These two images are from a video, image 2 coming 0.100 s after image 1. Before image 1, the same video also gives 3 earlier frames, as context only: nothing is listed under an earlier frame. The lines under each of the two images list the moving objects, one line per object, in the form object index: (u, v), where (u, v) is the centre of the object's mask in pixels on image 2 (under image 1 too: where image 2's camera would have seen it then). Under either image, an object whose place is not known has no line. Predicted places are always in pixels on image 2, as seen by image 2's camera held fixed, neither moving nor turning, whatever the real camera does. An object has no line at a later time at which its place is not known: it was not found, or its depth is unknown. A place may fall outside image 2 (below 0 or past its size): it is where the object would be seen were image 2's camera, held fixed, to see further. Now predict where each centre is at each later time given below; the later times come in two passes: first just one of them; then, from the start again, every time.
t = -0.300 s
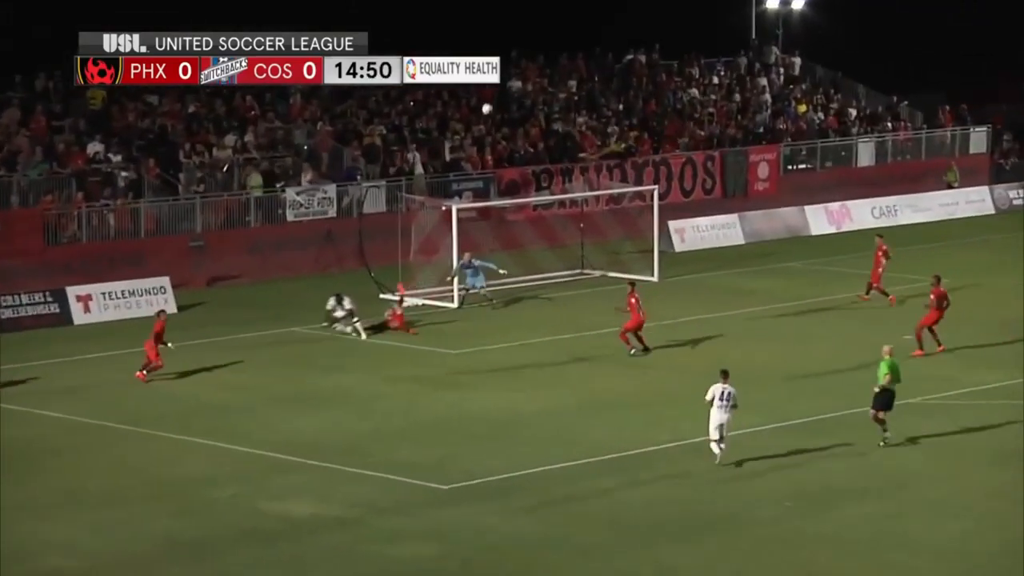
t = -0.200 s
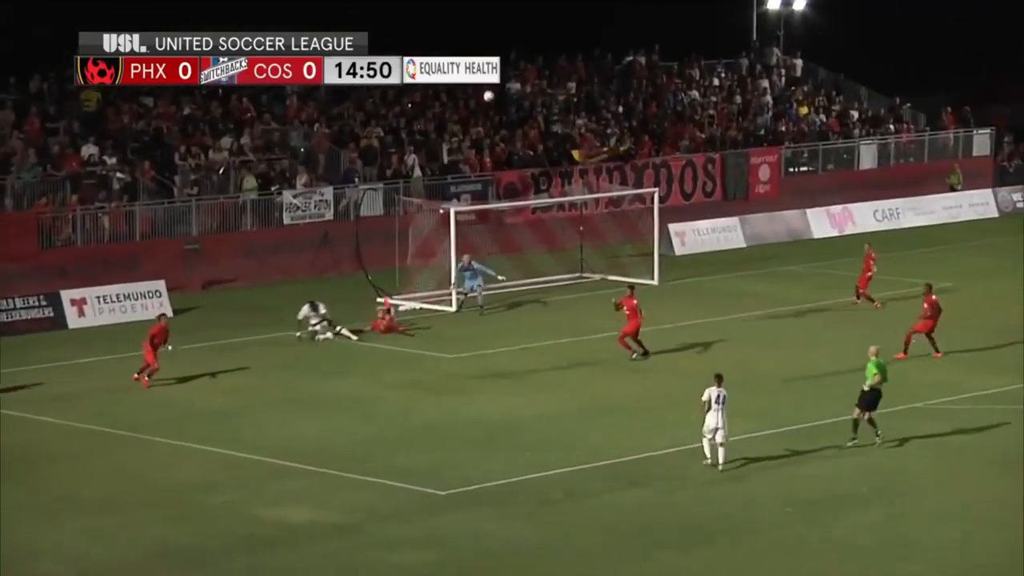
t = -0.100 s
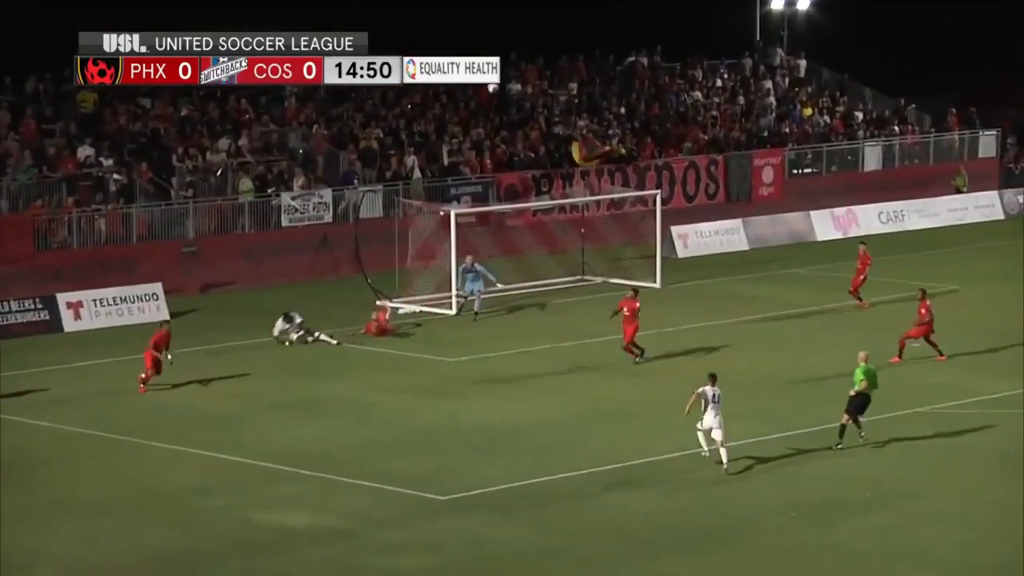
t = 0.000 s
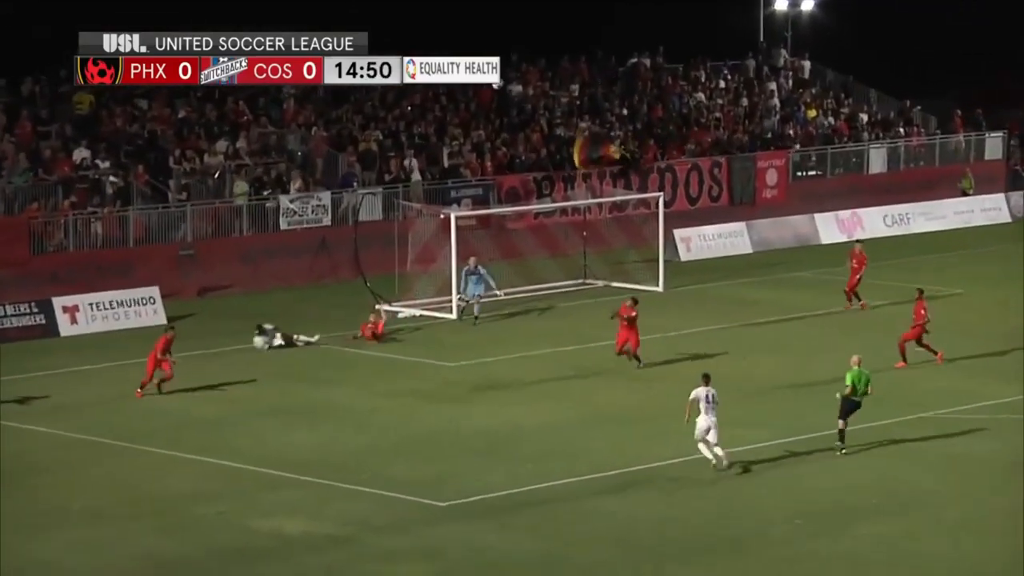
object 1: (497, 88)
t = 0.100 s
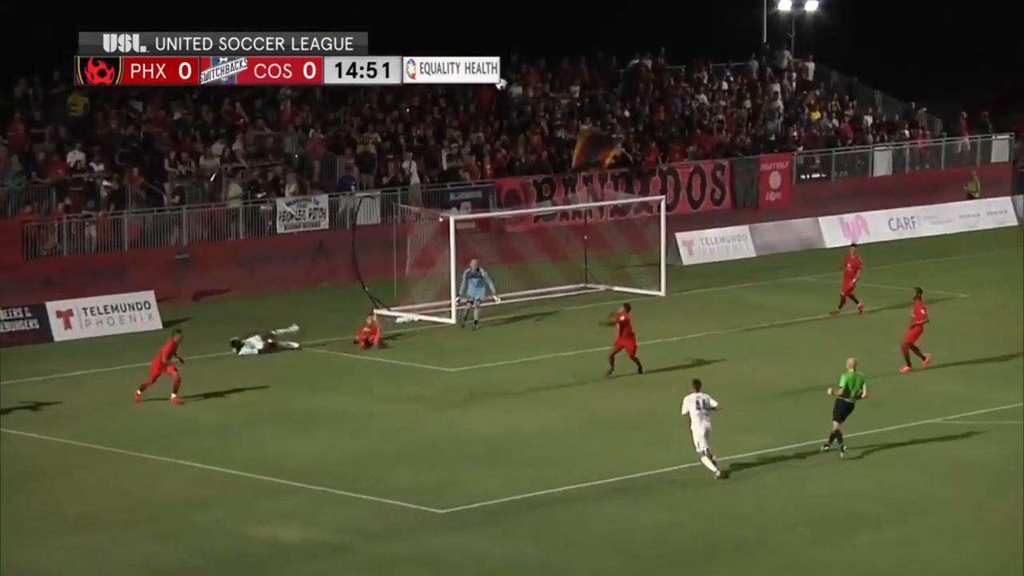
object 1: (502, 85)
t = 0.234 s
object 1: (507, 90)
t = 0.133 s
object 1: (503, 85)
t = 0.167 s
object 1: (505, 86)
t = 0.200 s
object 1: (506, 88)
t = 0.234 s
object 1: (507, 90)
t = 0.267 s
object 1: (510, 93)
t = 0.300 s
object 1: (512, 97)
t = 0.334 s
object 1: (513, 101)
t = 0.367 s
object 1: (515, 105)
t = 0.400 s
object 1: (517, 111)
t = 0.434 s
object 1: (519, 117)
